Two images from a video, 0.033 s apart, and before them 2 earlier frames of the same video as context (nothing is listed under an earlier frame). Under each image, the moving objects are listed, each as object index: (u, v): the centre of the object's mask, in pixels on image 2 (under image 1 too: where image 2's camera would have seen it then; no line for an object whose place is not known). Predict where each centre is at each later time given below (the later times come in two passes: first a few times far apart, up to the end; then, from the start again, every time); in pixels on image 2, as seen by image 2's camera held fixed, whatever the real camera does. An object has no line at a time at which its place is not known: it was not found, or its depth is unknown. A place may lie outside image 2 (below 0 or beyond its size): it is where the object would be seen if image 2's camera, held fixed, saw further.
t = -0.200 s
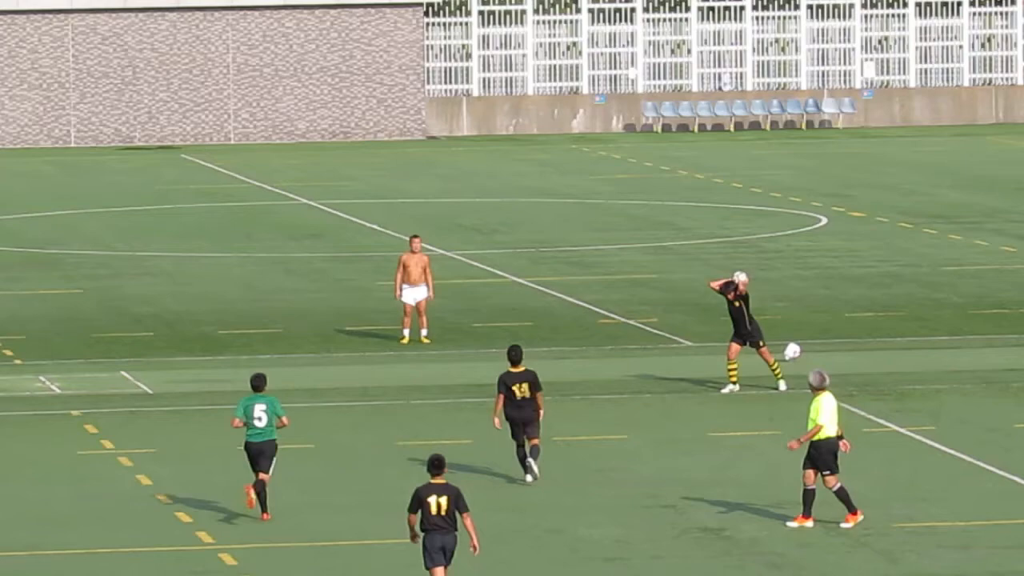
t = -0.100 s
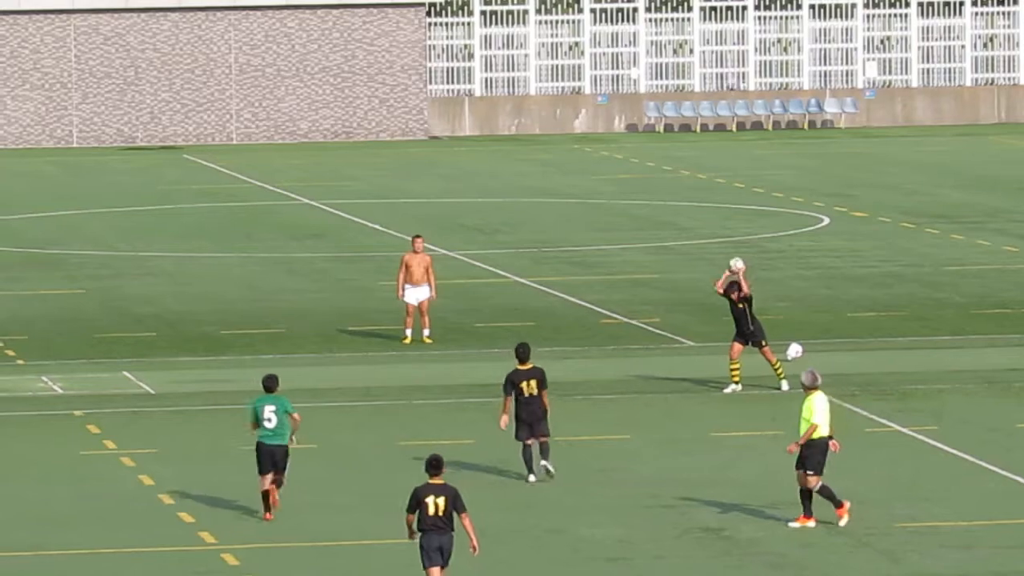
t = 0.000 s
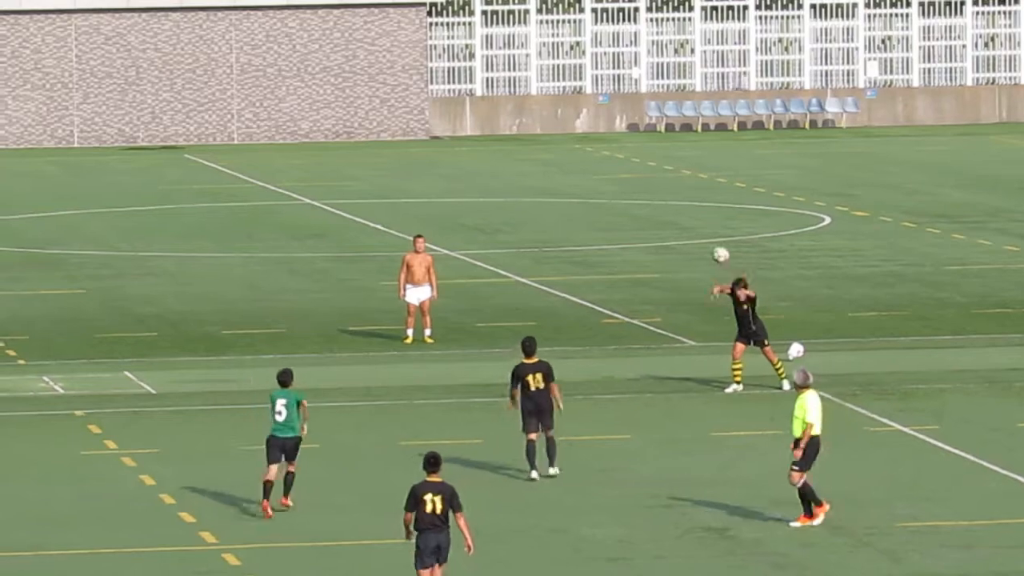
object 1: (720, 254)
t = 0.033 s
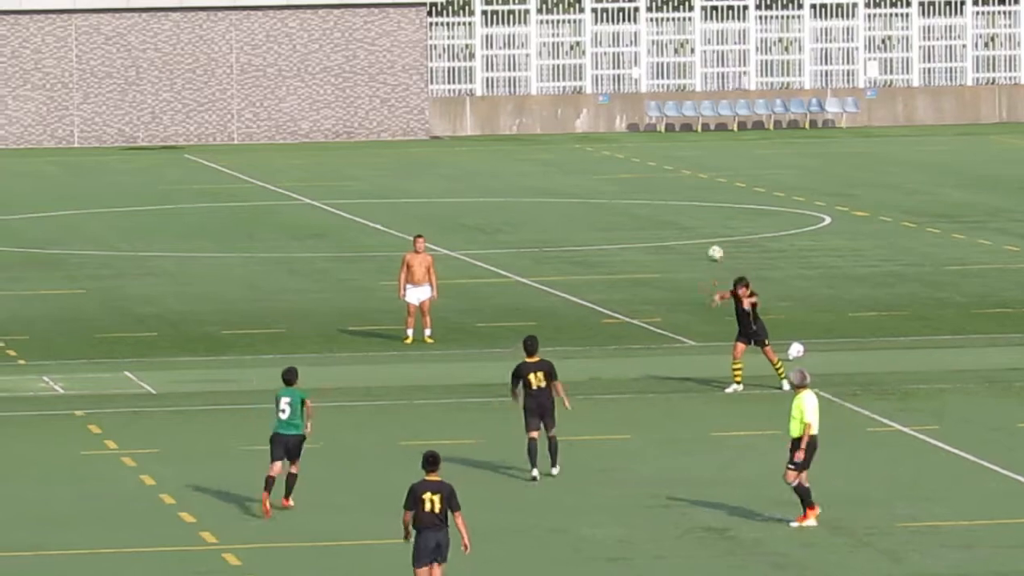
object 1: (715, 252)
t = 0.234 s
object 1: (680, 263)
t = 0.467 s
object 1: (641, 313)
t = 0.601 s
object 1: (618, 361)
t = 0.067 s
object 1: (709, 252)
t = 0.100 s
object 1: (704, 253)
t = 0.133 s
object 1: (698, 255)
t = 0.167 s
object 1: (692, 256)
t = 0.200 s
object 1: (686, 260)
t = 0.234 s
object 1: (680, 263)
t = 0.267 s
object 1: (675, 268)
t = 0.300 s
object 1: (669, 273)
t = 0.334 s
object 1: (664, 280)
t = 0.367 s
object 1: (658, 286)
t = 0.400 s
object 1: (652, 294)
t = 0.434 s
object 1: (647, 303)
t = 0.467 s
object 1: (641, 313)
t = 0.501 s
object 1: (635, 323)
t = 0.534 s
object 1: (629, 335)
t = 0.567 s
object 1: (624, 347)
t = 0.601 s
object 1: (618, 361)
